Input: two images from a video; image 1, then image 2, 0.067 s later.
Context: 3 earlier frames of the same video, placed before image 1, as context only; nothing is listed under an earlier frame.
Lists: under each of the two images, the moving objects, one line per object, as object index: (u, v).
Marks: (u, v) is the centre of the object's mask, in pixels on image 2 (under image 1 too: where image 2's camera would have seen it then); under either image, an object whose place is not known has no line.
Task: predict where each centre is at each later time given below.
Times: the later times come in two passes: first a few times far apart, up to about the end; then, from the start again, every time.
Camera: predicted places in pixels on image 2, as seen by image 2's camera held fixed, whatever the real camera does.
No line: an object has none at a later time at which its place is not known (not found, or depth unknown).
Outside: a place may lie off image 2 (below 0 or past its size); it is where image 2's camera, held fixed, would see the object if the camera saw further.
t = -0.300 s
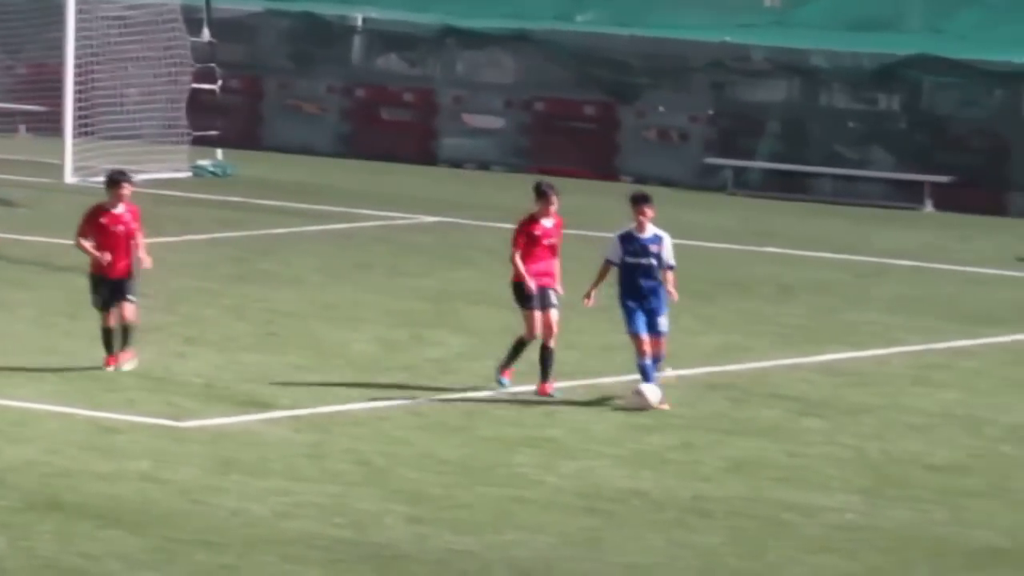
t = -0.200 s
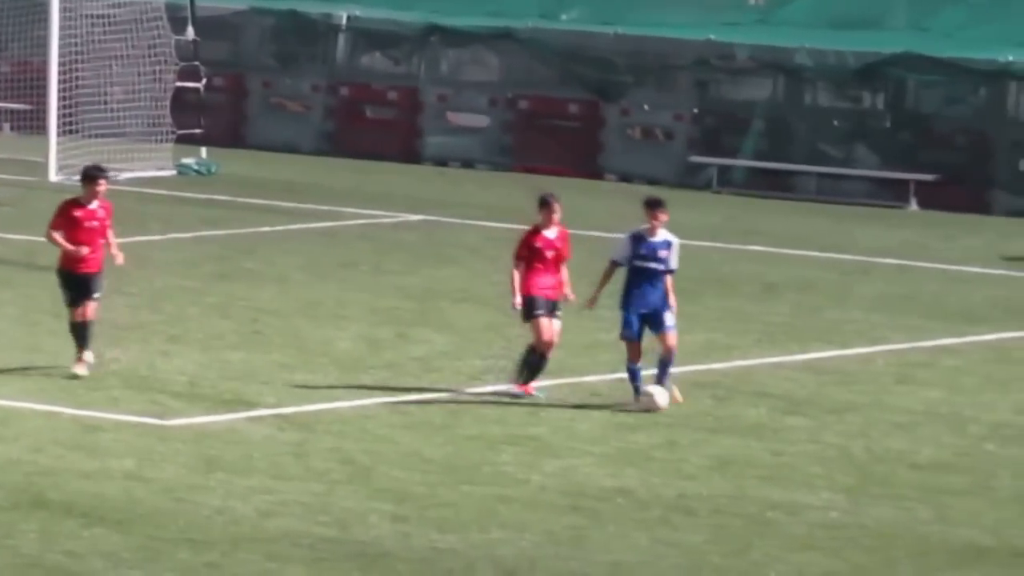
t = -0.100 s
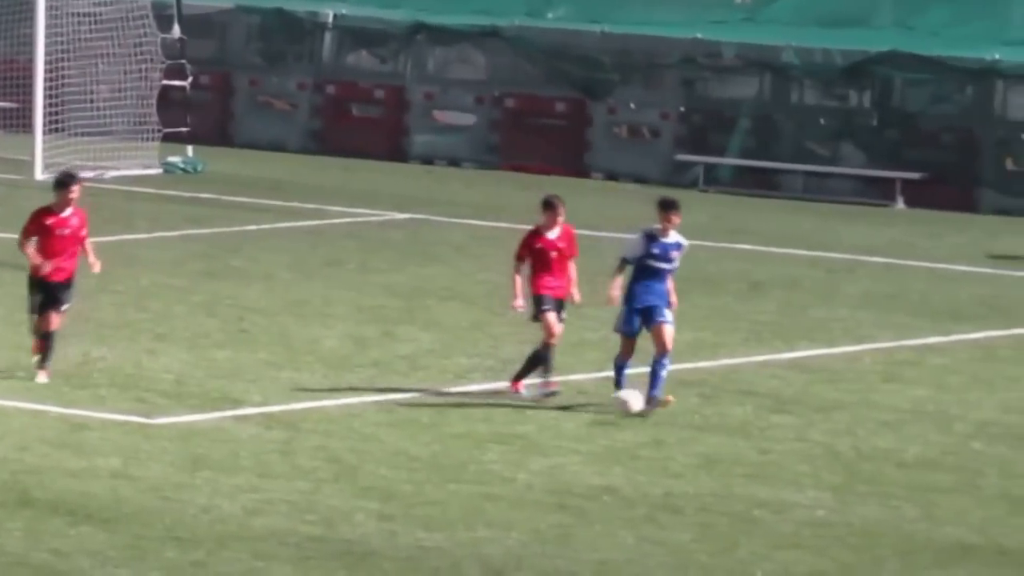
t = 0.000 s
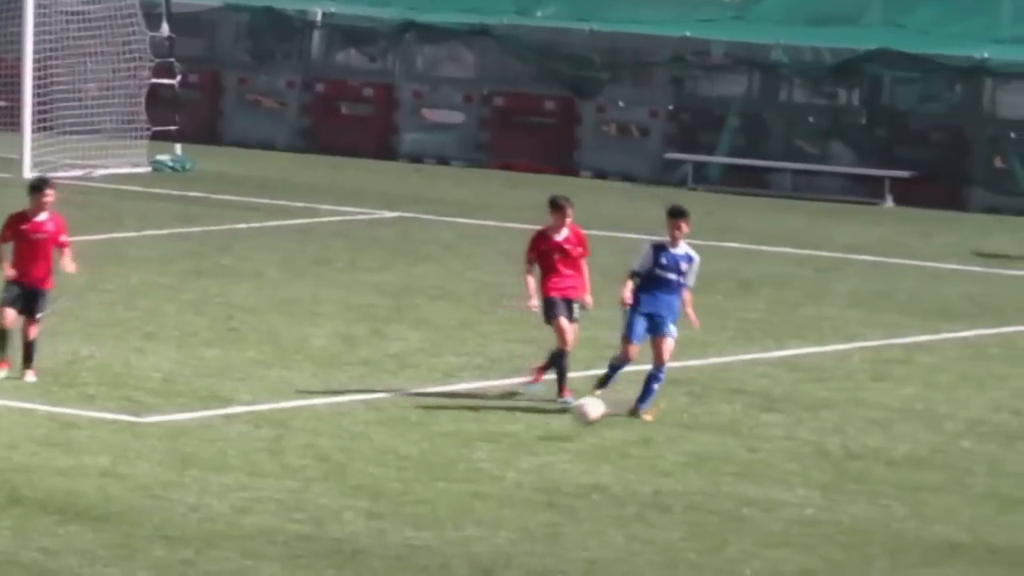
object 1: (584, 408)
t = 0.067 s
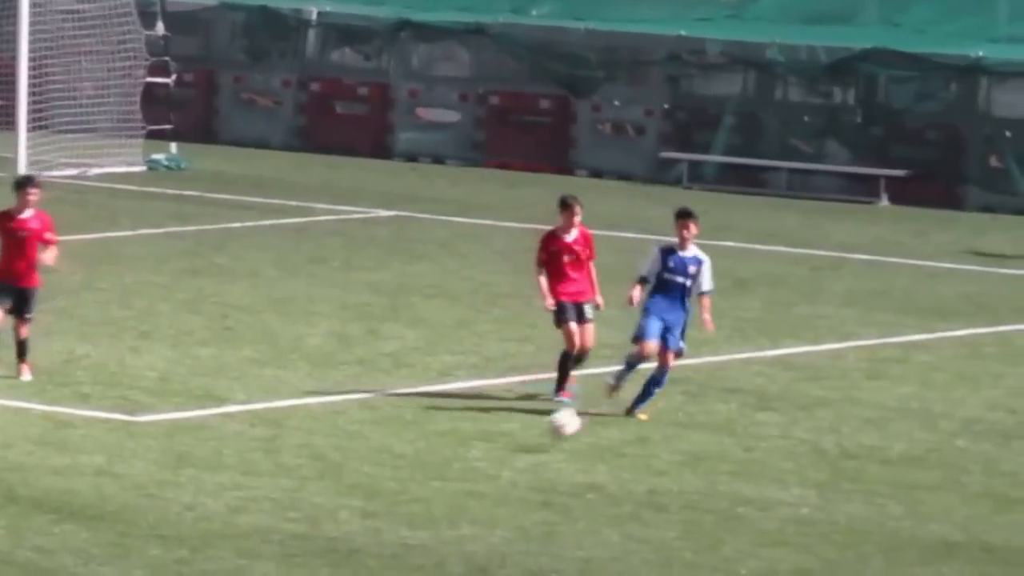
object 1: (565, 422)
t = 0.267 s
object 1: (498, 459)
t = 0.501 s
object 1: (425, 503)
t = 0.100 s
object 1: (555, 432)
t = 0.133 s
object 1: (544, 443)
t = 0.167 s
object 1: (531, 452)
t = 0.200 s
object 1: (521, 455)
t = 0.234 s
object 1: (510, 456)
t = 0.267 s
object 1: (498, 459)
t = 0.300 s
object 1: (488, 465)
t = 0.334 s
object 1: (477, 471)
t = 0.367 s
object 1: (467, 480)
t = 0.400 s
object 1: (455, 492)
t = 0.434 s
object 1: (444, 499)
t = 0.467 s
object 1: (434, 501)
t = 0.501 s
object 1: (425, 503)
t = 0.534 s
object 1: (414, 506)
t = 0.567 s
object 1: (404, 511)
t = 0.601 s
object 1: (393, 518)
